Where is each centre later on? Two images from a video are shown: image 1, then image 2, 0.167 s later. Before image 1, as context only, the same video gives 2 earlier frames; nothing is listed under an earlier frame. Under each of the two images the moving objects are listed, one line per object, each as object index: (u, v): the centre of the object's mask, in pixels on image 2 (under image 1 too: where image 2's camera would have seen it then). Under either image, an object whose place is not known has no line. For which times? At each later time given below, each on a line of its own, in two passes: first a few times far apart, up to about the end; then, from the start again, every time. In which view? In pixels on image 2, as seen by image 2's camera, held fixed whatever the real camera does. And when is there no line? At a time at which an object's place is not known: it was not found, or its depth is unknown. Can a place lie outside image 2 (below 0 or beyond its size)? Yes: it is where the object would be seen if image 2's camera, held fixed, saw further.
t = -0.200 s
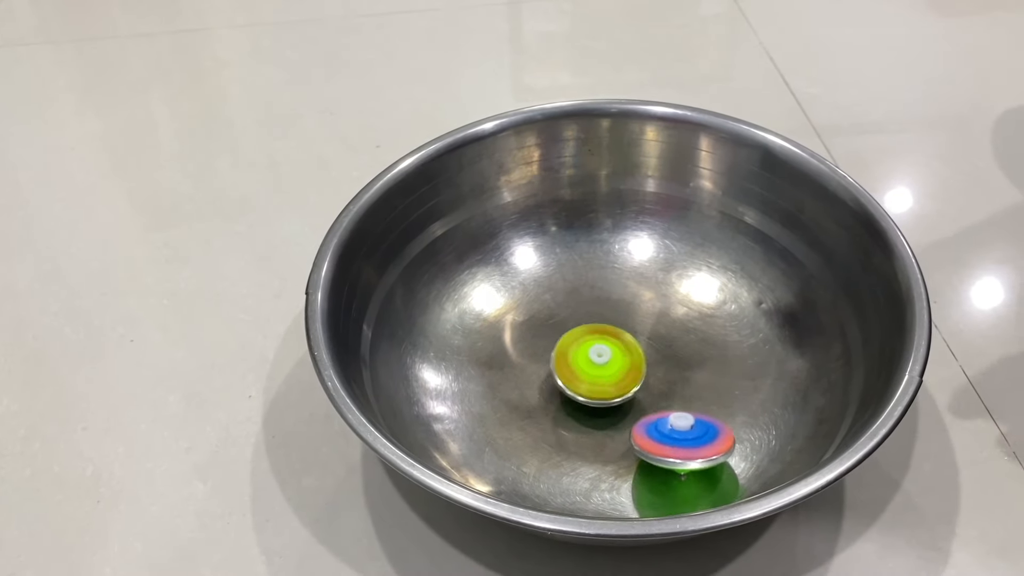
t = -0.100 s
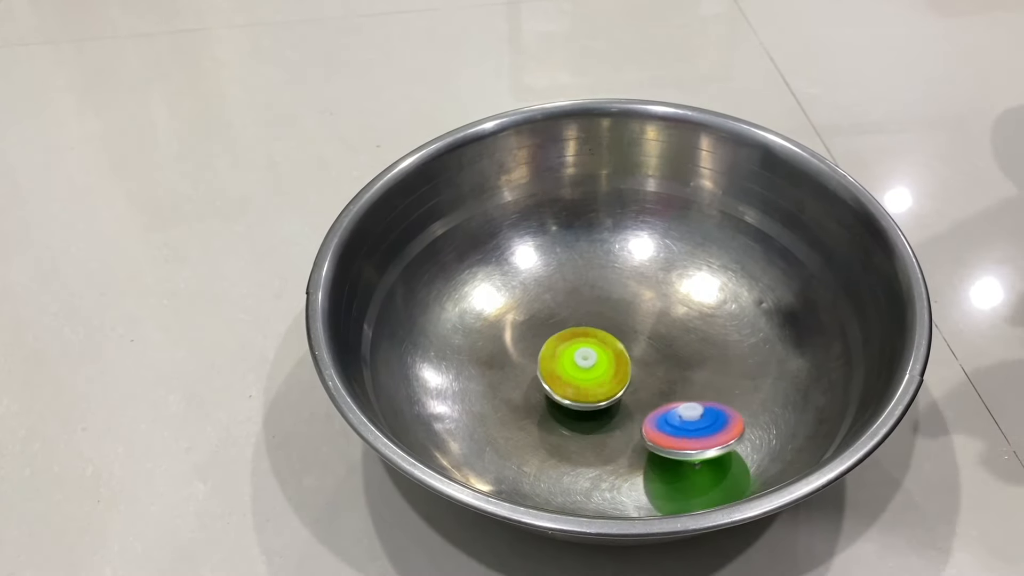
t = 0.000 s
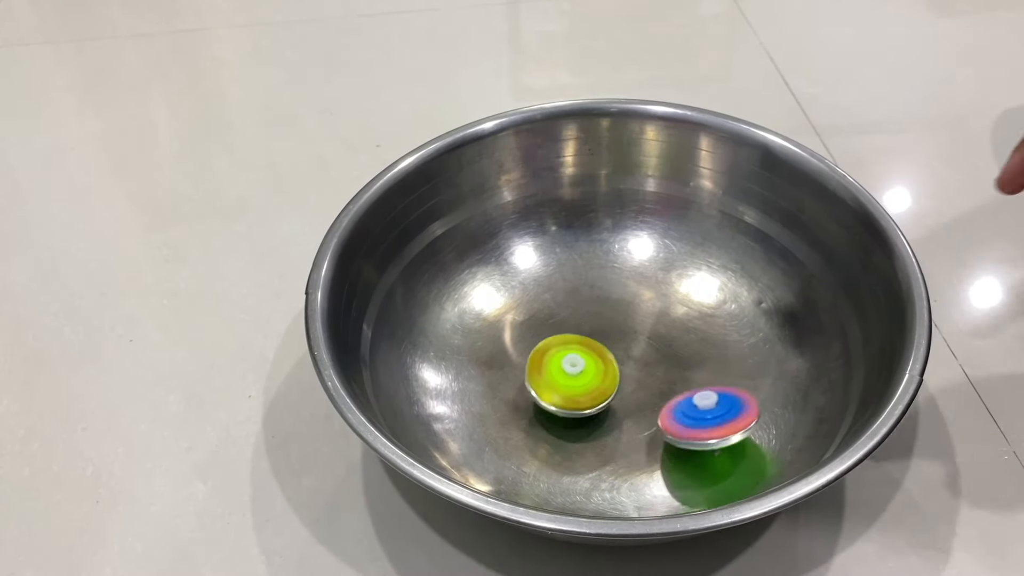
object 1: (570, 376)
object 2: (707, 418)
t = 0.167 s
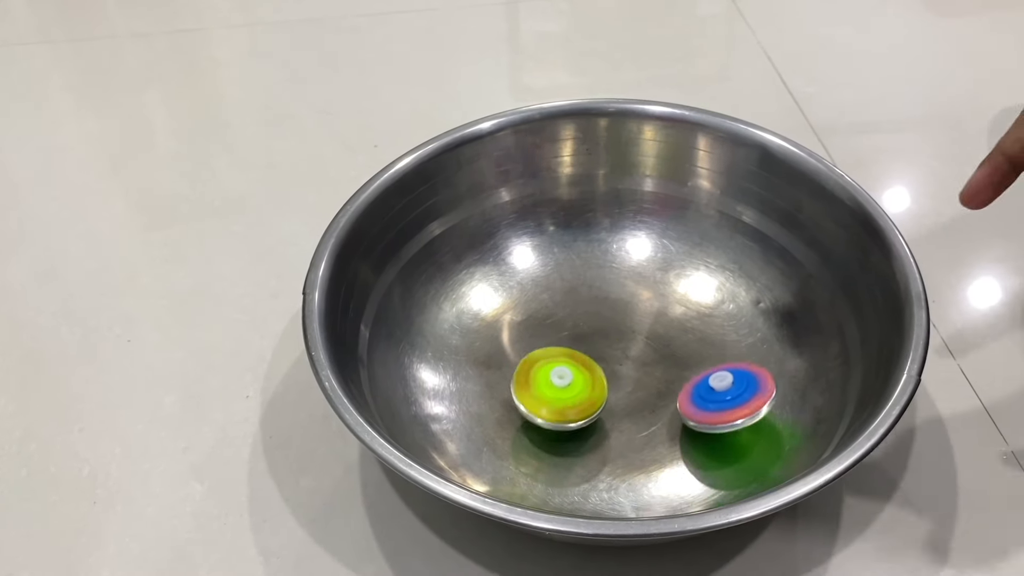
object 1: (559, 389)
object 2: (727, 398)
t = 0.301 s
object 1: (553, 398)
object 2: (729, 379)
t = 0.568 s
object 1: (560, 414)
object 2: (704, 337)
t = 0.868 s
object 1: (587, 423)
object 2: (647, 297)
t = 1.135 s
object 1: (613, 424)
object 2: (579, 289)
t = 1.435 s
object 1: (632, 401)
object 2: (510, 314)
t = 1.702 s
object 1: (632, 371)
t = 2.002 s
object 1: (615, 354)
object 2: (516, 410)
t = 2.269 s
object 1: (592, 355)
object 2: (585, 450)
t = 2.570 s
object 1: (581, 368)
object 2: (662, 447)
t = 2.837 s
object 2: (702, 410)
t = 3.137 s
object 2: (707, 354)
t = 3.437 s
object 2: (659, 308)
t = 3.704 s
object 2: (598, 297)
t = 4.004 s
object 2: (526, 318)
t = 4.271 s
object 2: (487, 367)
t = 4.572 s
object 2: (512, 410)
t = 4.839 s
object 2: (570, 443)
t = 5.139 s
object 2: (661, 433)
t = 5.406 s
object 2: (710, 390)
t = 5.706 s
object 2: (701, 337)
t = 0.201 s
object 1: (557, 391)
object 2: (728, 394)
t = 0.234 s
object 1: (556, 393)
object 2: (729, 389)
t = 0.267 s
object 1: (554, 396)
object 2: (730, 384)
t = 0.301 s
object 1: (553, 398)
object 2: (729, 379)
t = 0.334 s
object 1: (552, 402)
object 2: (726, 373)
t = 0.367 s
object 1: (552, 404)
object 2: (724, 368)
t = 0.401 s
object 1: (552, 406)
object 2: (721, 364)
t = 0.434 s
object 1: (554, 408)
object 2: (719, 359)
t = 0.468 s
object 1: (555, 409)
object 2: (715, 354)
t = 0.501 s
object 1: (556, 411)
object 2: (712, 349)
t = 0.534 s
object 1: (558, 413)
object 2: (708, 343)
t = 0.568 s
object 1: (560, 414)
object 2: (704, 337)
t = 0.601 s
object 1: (562, 415)
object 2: (700, 331)
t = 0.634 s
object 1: (565, 417)
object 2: (696, 325)
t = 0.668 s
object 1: (568, 418)
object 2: (690, 320)
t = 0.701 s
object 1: (572, 420)
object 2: (682, 313)
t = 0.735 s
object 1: (575, 421)
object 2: (675, 309)
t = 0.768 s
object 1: (578, 421)
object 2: (668, 306)
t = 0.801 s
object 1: (580, 421)
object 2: (661, 302)
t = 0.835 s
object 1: (583, 422)
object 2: (654, 299)
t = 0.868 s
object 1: (587, 423)
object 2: (647, 297)
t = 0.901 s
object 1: (589, 423)
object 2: (640, 294)
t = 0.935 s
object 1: (592, 424)
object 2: (632, 292)
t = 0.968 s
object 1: (596, 424)
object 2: (624, 290)
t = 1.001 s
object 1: (599, 425)
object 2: (616, 289)
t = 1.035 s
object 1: (602, 425)
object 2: (607, 288)
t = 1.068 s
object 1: (607, 425)
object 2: (595, 287)
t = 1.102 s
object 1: (610, 424)
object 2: (587, 288)
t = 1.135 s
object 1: (613, 424)
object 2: (579, 289)
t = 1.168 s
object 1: (616, 423)
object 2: (571, 290)
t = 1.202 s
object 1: (619, 422)
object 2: (565, 291)
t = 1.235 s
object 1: (621, 421)
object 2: (558, 294)
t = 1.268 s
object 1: (623, 419)
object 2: (552, 296)
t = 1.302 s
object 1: (625, 417)
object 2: (544, 299)
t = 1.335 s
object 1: (627, 414)
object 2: (536, 301)
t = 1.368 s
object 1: (629, 411)
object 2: (528, 305)
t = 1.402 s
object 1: (630, 408)
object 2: (520, 308)
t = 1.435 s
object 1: (632, 401)
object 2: (510, 314)
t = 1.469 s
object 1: (633, 397)
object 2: (503, 319)
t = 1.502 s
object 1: (633, 392)
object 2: (498, 324)
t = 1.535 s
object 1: (634, 388)
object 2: (495, 328)
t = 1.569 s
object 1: (633, 384)
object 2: (492, 333)
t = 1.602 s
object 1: (633, 380)
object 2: (490, 338)
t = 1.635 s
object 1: (633, 377)
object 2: (489, 343)
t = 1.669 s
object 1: (633, 373)
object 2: (488, 348)
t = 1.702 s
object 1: (632, 371)
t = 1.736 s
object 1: (632, 368)
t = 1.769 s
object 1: (630, 364)
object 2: (489, 368)
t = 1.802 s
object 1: (628, 362)
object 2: (491, 374)
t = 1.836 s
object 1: (626, 360)
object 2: (494, 379)
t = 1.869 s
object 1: (624, 358)
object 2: (497, 385)
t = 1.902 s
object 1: (622, 357)
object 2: (500, 390)
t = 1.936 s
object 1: (620, 355)
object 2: (505, 397)
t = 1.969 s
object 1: (617, 354)
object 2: (510, 404)
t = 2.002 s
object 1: (615, 354)
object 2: (516, 410)
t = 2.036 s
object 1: (612, 354)
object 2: (523, 416)
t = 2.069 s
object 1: (609, 353)
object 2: (530, 422)
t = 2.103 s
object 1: (605, 353)
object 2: (542, 431)
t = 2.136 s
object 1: (602, 353)
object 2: (550, 436)
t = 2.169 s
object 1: (599, 353)
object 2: (558, 440)
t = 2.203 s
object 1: (596, 353)
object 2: (567, 444)
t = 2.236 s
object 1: (594, 354)
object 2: (576, 447)
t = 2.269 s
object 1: (592, 355)
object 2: (585, 450)
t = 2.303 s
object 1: (591, 356)
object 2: (594, 452)
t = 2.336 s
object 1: (589, 357)
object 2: (603, 454)
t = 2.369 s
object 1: (588, 358)
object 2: (612, 455)
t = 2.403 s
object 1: (587, 359)
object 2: (620, 456)
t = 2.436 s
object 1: (586, 360)
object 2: (628, 455)
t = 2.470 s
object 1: (584, 363)
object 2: (640, 453)
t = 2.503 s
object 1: (583, 364)
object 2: (648, 452)
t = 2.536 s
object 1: (582, 367)
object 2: (655, 450)
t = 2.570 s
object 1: (581, 368)
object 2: (662, 447)
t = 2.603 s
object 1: (580, 370)
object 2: (668, 444)
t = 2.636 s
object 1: (578, 373)
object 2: (674, 441)
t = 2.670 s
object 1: (576, 375)
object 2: (679, 437)
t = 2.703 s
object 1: (574, 378)
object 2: (684, 433)
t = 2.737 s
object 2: (689, 428)
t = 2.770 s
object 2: (694, 423)
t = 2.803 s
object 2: (699, 416)
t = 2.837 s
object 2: (702, 410)
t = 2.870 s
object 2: (705, 404)
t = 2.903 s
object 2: (708, 398)
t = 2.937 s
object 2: (710, 391)
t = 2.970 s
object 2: (711, 385)
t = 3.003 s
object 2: (712, 379)
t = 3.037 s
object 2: (712, 372)
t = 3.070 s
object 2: (711, 366)
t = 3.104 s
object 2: (709, 360)
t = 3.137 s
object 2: (707, 354)
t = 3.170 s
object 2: (703, 345)
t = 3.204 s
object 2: (699, 339)
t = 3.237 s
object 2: (694, 333)
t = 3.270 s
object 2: (689, 328)
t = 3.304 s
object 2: (683, 323)
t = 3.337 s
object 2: (678, 319)
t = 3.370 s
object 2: (672, 314)
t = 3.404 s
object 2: (666, 311)
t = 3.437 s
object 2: (659, 308)
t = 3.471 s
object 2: (652, 306)
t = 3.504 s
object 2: (645, 303)
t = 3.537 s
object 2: (635, 300)
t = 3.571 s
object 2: (627, 299)
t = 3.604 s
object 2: (620, 298)
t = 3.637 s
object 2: (613, 297)
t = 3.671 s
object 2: (606, 297)
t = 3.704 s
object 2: (598, 297)
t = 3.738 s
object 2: (591, 299)
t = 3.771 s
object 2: (584, 301)
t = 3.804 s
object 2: (577, 303)
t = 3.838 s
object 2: (569, 305)
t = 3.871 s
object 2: (559, 306)
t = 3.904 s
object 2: (551, 308)
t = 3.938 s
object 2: (543, 310)
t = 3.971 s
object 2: (534, 313)
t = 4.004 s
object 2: (526, 318)
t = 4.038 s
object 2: (518, 322)
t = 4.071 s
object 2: (511, 328)
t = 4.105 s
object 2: (505, 334)
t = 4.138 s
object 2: (500, 340)
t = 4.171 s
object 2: (495, 347)
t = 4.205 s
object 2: (491, 353)
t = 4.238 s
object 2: (488, 362)
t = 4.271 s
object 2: (487, 367)
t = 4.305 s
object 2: (488, 372)
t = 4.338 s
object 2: (488, 376)
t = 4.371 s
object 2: (489, 381)
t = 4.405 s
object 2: (491, 385)
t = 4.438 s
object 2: (493, 390)
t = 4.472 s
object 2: (496, 394)
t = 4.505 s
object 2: (500, 398)
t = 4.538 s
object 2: (504, 403)
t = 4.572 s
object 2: (512, 410)
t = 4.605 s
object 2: (518, 414)
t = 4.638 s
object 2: (525, 419)
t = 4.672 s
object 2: (533, 423)
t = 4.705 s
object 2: (541, 427)
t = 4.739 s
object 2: (547, 433)
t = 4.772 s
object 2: (553, 439)
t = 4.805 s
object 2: (562, 442)
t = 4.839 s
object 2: (570, 443)
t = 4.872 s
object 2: (580, 444)
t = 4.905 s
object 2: (594, 445)
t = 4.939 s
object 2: (604, 445)
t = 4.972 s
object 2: (614, 444)
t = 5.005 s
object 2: (624, 443)
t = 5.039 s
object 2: (634, 441)
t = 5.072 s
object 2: (643, 439)
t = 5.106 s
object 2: (652, 436)
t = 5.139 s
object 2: (661, 433)
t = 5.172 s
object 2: (669, 429)
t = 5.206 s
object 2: (677, 425)
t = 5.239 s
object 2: (684, 420)
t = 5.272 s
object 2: (690, 415)
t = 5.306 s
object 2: (698, 407)
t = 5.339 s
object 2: (703, 401)
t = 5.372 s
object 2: (707, 396)
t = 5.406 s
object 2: (710, 390)
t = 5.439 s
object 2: (712, 384)
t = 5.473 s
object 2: (714, 378)
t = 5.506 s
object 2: (714, 372)
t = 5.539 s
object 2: (714, 367)
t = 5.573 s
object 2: (713, 361)
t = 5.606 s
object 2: (712, 356)
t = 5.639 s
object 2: (709, 347)
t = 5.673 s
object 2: (705, 342)
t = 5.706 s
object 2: (701, 337)
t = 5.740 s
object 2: (697, 332)
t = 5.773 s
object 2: (692, 328)
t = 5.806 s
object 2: (687, 323)
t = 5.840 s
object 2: (682, 319)
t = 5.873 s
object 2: (675, 316)
